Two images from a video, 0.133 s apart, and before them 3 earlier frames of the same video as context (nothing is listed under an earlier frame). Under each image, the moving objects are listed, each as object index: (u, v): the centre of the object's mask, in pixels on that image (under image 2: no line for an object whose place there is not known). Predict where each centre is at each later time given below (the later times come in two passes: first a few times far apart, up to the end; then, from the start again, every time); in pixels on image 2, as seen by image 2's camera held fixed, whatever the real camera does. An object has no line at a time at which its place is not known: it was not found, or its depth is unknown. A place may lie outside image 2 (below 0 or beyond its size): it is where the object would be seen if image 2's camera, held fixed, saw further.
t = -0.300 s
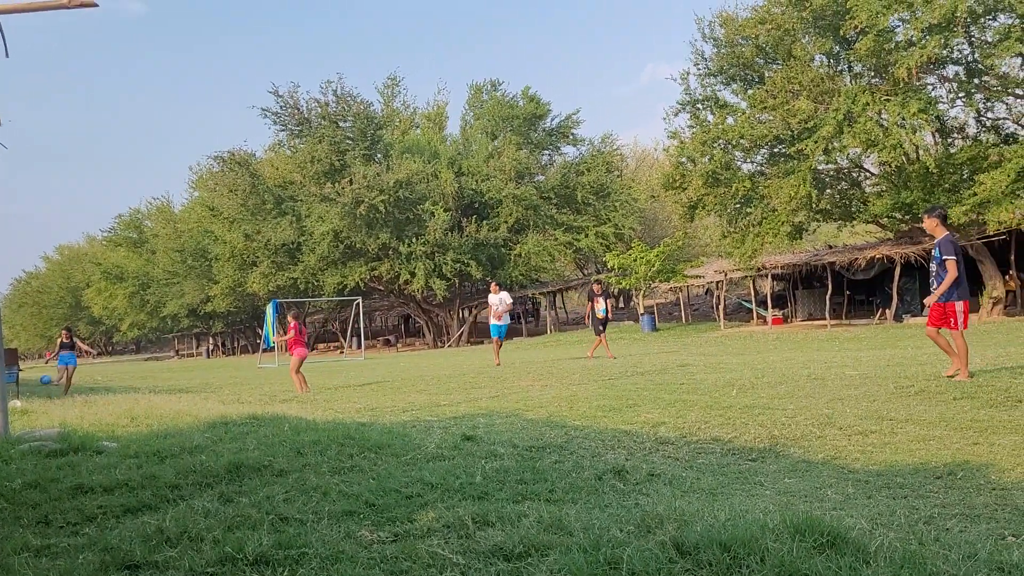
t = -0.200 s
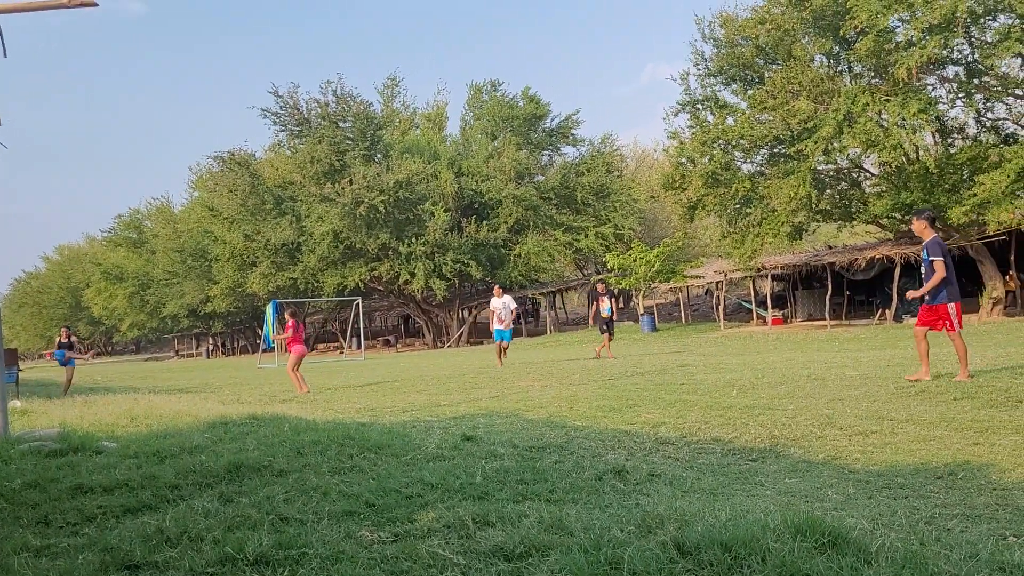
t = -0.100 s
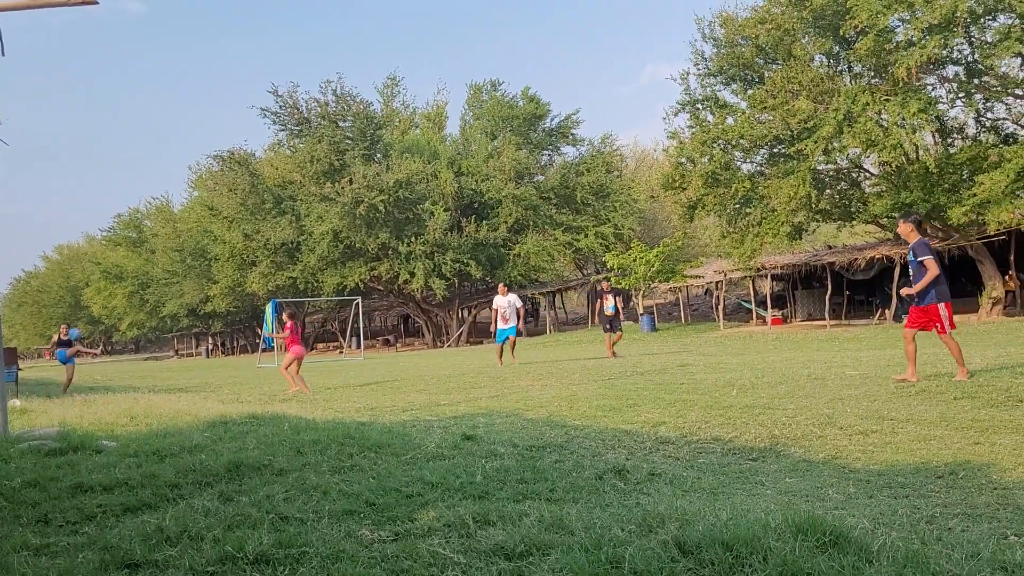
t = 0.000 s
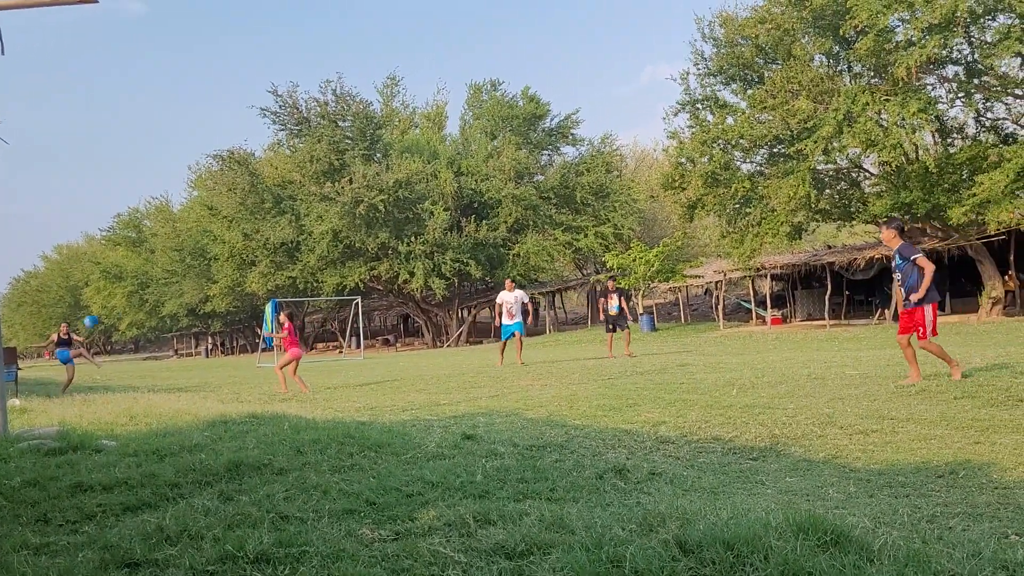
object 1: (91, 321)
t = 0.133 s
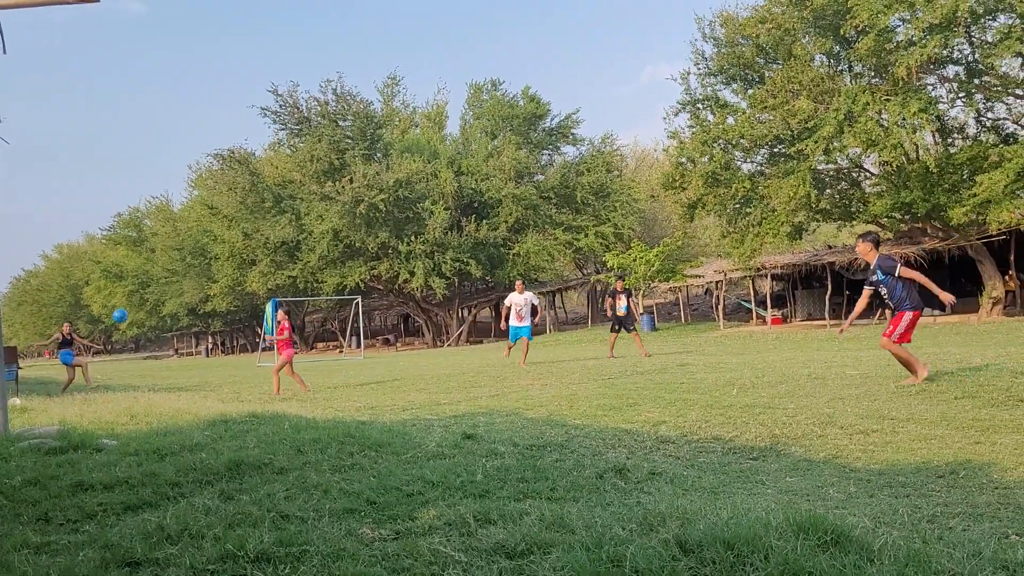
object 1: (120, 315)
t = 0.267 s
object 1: (153, 322)
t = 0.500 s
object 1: (223, 368)
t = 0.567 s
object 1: (244, 391)
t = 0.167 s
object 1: (128, 317)
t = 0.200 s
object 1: (136, 317)
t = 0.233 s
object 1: (144, 319)
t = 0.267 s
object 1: (153, 322)
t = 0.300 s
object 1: (162, 326)
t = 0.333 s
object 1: (170, 332)
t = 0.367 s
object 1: (179, 338)
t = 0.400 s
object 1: (190, 344)
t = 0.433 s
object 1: (201, 351)
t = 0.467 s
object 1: (212, 359)
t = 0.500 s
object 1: (223, 368)
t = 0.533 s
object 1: (233, 379)
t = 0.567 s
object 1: (244, 391)
